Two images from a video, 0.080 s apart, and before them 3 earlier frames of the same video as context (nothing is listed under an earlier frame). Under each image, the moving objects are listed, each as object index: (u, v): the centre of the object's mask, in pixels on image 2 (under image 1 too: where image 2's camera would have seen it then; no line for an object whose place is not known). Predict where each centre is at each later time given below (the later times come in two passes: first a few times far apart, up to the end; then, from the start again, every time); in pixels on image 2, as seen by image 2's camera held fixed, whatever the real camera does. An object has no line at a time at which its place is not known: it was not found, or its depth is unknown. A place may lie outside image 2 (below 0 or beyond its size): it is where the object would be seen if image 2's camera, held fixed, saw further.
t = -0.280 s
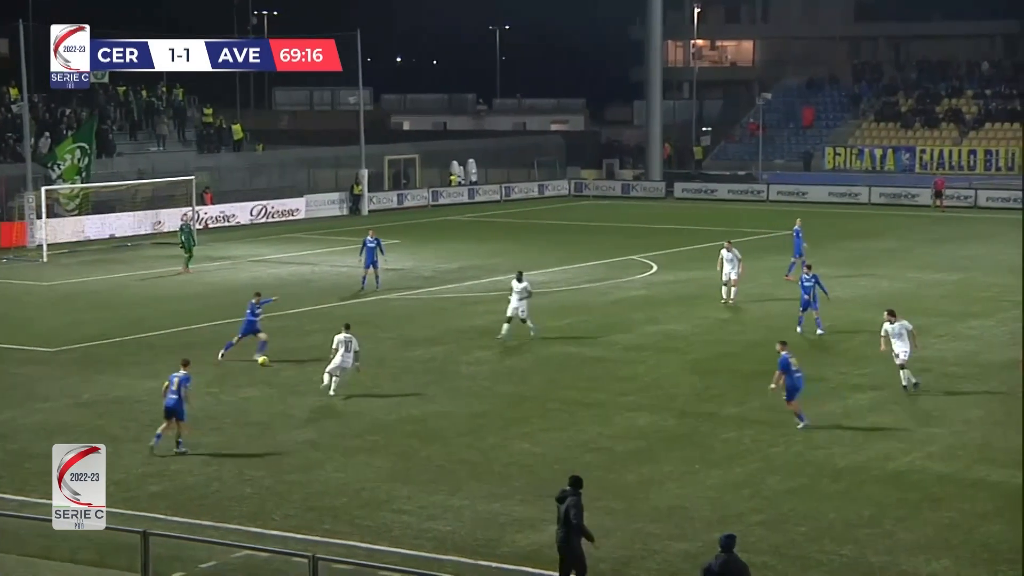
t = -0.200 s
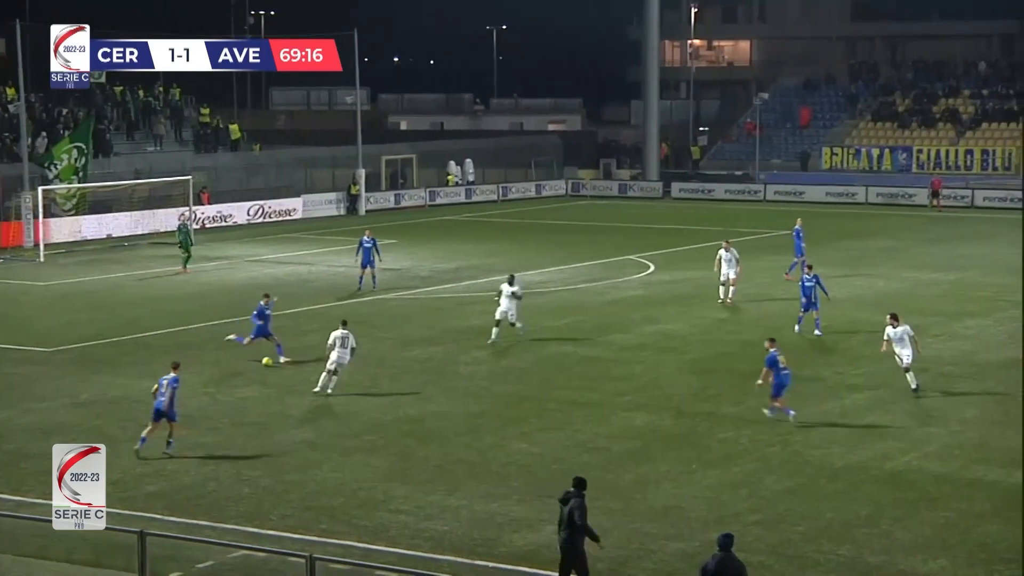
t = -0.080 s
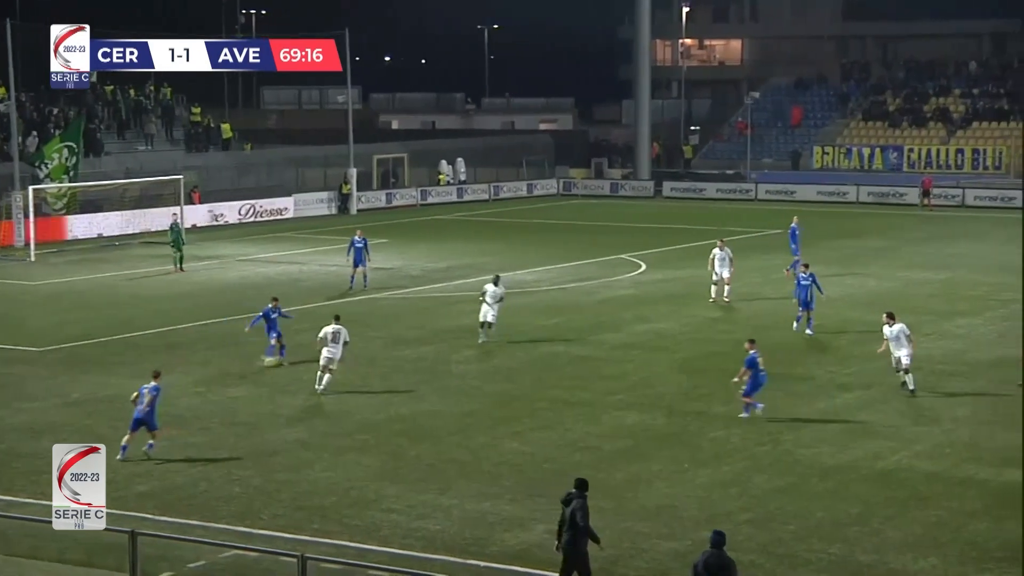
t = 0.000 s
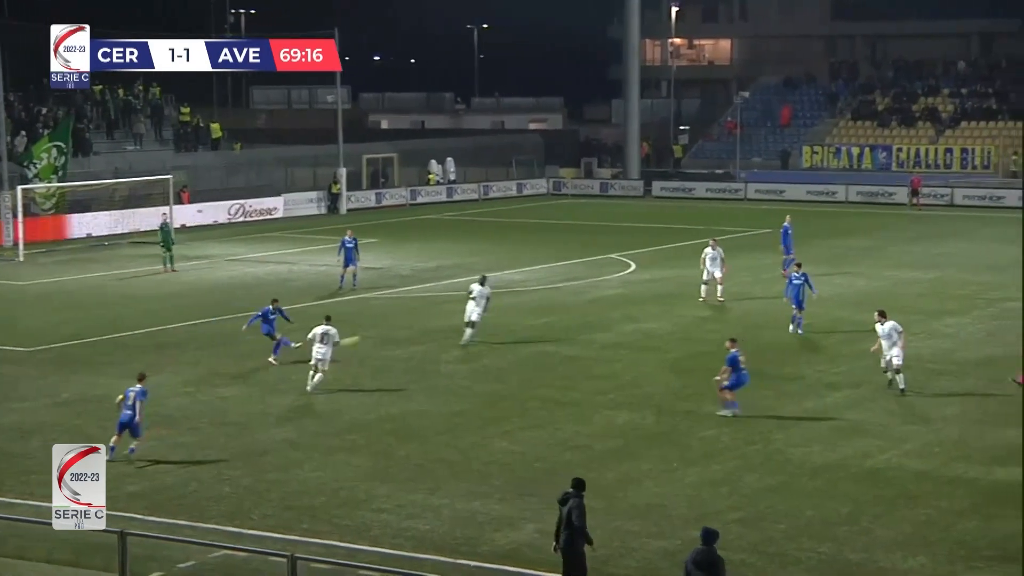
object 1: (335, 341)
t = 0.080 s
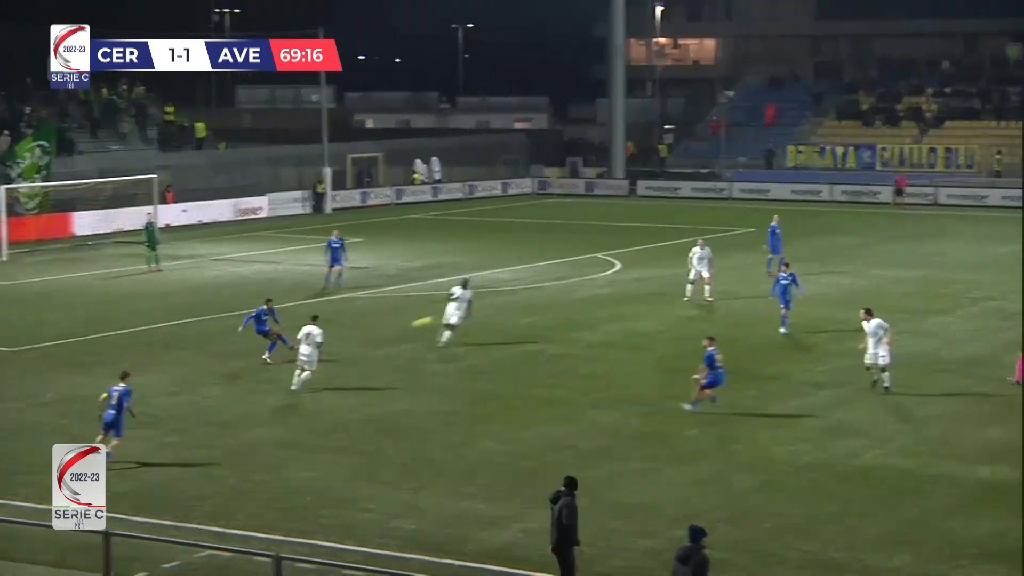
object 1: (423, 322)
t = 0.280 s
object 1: (643, 277)
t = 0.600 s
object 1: (1002, 226)
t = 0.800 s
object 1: (1250, 201)
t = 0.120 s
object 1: (469, 312)
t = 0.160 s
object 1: (510, 302)
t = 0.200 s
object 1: (553, 294)
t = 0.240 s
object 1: (598, 285)
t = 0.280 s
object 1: (643, 277)
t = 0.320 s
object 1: (687, 269)
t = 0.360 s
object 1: (732, 262)
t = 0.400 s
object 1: (776, 255)
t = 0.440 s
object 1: (819, 248)
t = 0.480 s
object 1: (860, 244)
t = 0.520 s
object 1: (906, 238)
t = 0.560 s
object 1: (953, 232)
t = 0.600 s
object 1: (1002, 226)
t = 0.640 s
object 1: (1050, 220)
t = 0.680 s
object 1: (1098, 215)
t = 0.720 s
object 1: (1149, 210)
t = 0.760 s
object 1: (1198, 206)
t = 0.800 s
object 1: (1250, 201)
